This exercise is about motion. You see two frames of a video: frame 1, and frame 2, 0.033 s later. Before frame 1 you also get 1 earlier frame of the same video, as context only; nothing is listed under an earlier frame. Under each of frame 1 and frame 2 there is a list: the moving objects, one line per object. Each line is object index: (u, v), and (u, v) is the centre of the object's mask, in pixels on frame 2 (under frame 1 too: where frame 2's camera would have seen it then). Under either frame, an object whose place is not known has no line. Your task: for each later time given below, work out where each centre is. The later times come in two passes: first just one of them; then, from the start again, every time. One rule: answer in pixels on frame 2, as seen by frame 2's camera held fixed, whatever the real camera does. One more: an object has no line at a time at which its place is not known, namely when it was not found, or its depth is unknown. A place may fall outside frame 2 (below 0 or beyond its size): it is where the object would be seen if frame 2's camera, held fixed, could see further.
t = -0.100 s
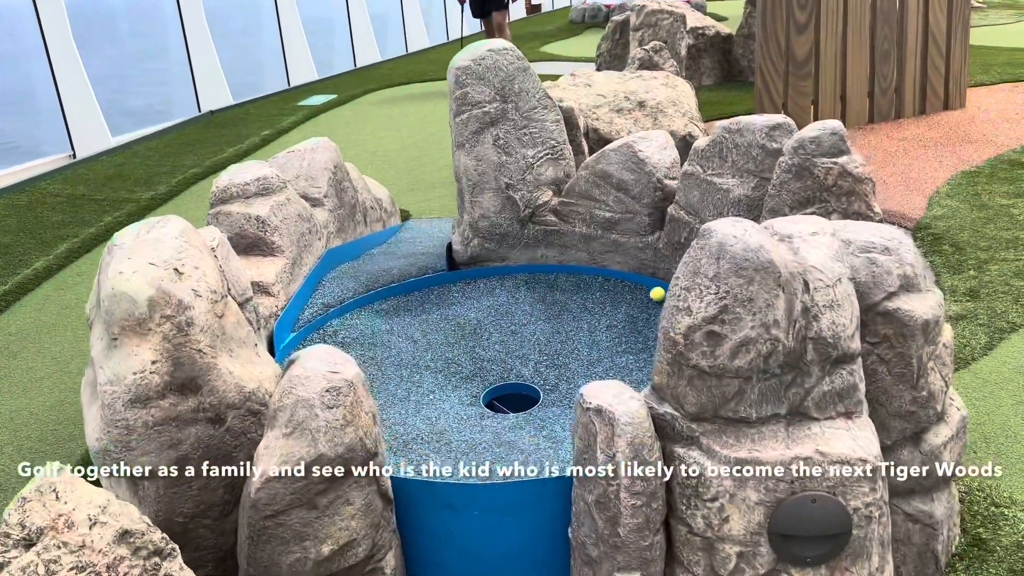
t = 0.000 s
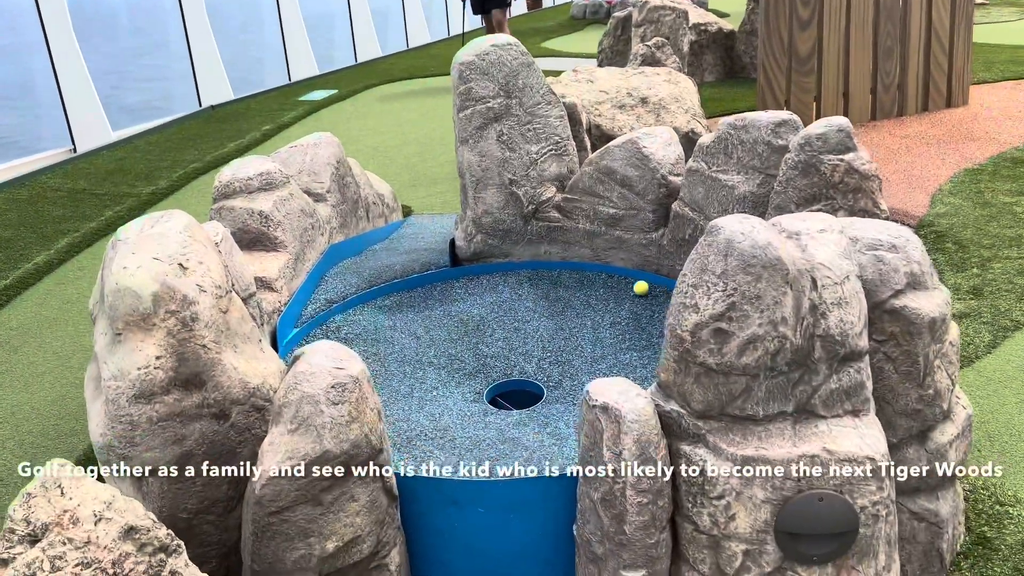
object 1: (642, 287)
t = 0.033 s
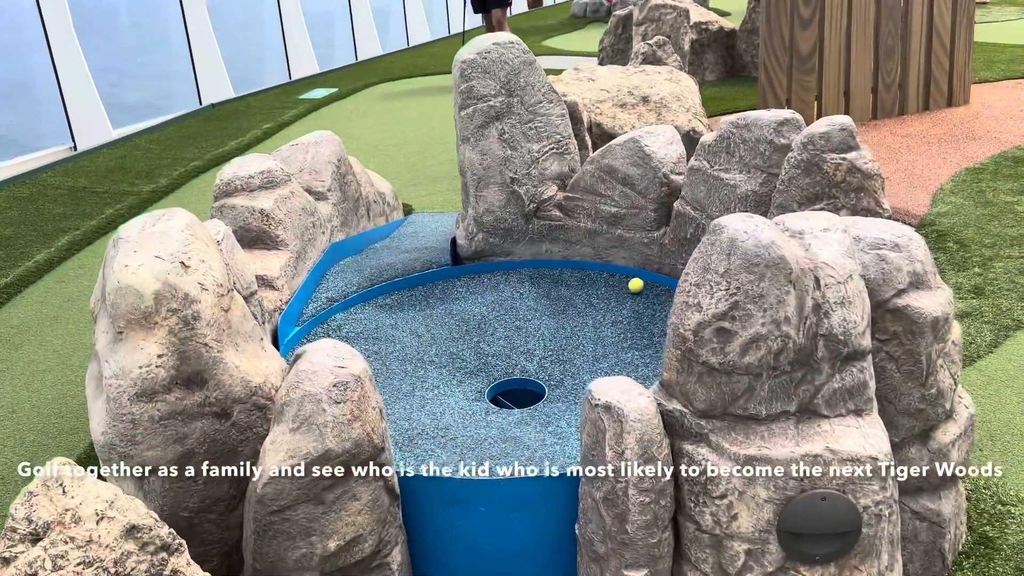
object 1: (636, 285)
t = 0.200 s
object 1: (603, 285)
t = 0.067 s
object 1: (630, 285)
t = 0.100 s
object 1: (623, 285)
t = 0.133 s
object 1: (616, 284)
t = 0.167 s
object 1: (609, 284)
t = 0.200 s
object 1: (603, 285)
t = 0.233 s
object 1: (596, 285)
